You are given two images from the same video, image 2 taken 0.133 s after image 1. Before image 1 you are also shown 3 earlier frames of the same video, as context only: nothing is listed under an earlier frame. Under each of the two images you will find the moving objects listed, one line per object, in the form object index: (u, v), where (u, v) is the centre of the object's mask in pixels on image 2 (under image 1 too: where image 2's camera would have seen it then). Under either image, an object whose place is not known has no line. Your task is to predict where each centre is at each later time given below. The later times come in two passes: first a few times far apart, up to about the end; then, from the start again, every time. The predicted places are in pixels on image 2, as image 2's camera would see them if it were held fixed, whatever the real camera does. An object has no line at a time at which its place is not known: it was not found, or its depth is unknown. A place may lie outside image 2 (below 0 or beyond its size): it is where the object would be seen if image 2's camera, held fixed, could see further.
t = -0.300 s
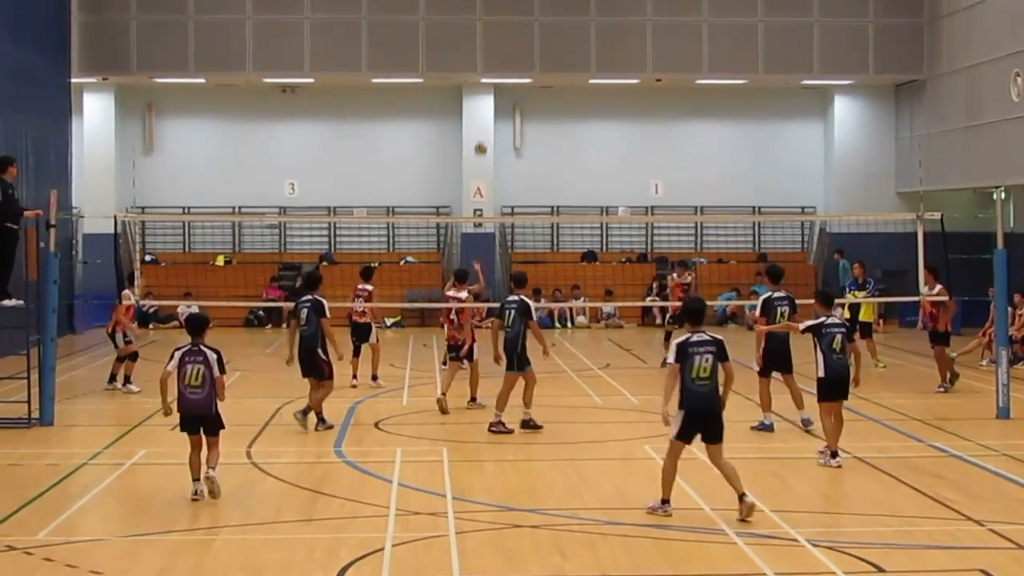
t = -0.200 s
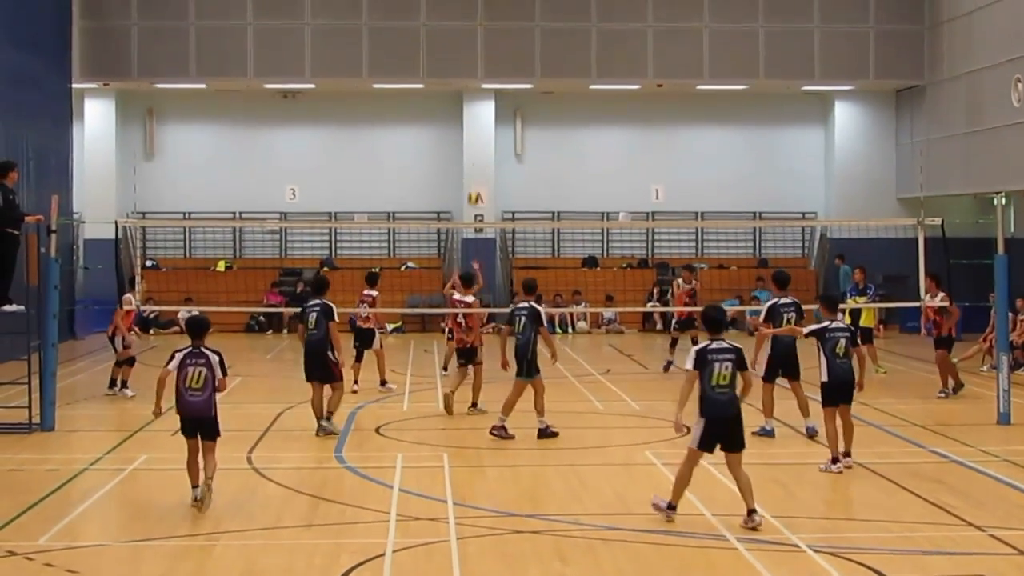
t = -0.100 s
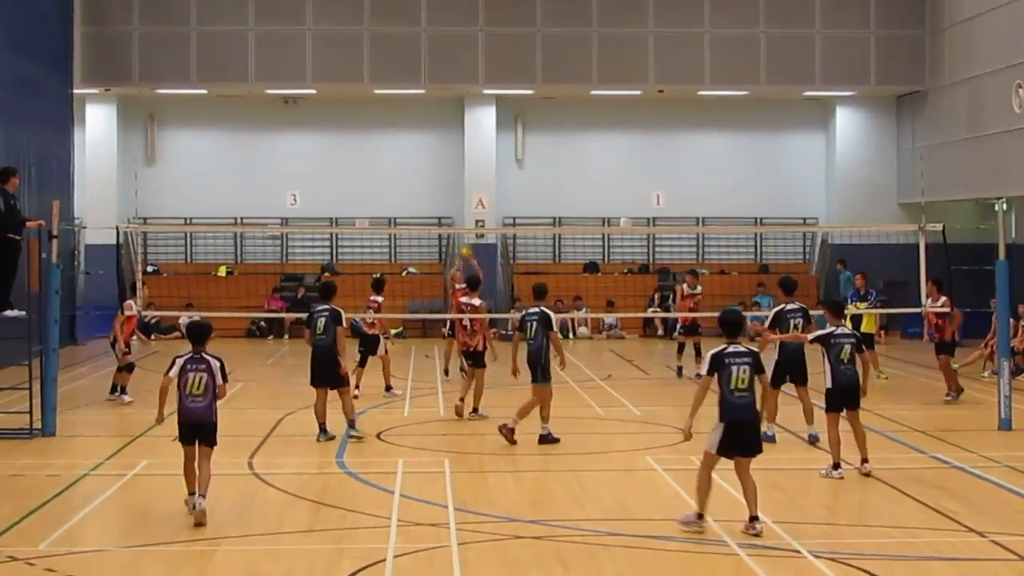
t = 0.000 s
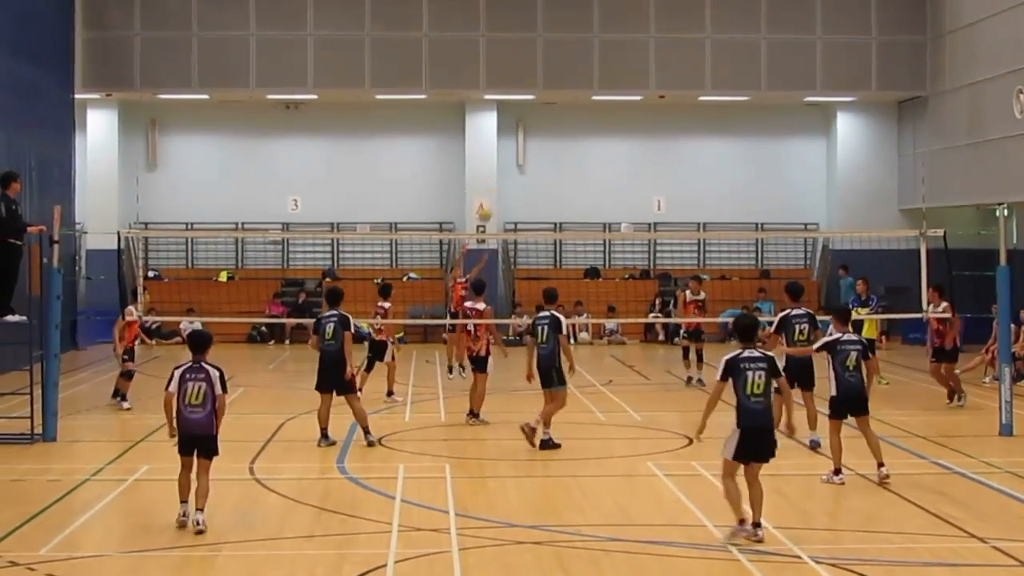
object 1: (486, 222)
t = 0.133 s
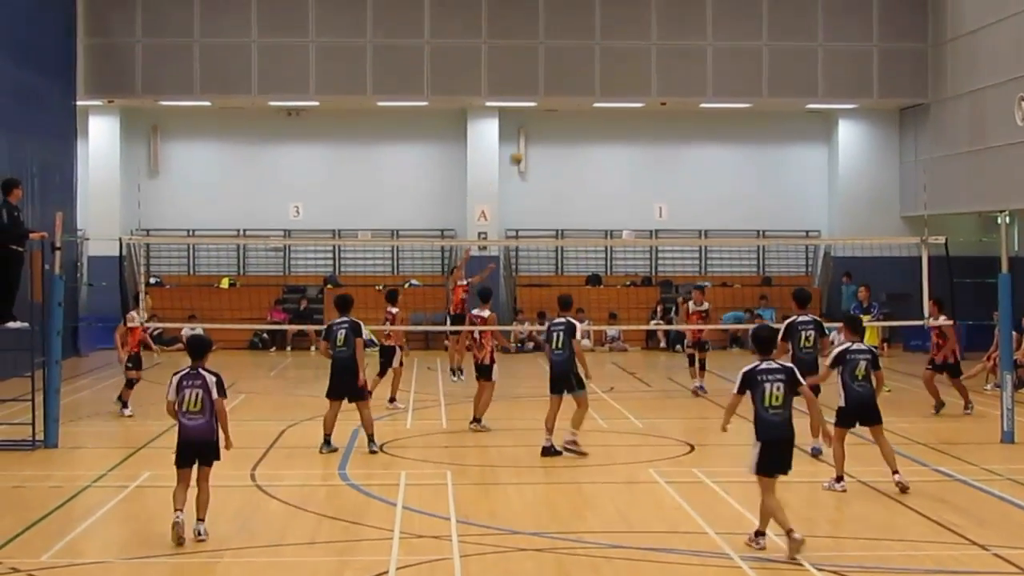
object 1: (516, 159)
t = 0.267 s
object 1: (546, 107)
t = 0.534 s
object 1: (609, 36)
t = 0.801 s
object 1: (673, 14)
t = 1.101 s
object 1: (748, 49)
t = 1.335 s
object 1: (805, 122)
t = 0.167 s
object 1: (523, 144)
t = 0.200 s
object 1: (529, 131)
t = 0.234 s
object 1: (538, 118)
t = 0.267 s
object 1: (546, 107)
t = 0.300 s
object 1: (554, 95)
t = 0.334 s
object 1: (561, 85)
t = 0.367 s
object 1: (569, 74)
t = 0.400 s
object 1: (577, 65)
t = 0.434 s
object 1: (585, 57)
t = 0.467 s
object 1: (593, 49)
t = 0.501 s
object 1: (601, 42)
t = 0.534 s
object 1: (609, 36)
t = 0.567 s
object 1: (617, 31)
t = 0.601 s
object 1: (624, 26)
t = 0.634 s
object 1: (633, 22)
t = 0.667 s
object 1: (641, 19)
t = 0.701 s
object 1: (649, 17)
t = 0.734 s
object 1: (657, 16)
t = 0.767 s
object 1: (665, 14)
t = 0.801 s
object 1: (673, 14)
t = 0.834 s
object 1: (681, 15)
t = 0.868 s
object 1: (690, 16)
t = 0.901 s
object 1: (698, 18)
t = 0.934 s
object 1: (707, 22)
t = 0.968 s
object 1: (715, 26)
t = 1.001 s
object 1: (724, 30)
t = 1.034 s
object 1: (731, 36)
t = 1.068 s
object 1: (740, 43)
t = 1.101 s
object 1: (748, 49)
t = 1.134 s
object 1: (756, 58)
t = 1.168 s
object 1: (765, 66)
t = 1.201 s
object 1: (773, 76)
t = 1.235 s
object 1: (781, 86)
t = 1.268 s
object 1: (790, 98)
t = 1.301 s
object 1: (797, 110)
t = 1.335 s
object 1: (805, 122)
